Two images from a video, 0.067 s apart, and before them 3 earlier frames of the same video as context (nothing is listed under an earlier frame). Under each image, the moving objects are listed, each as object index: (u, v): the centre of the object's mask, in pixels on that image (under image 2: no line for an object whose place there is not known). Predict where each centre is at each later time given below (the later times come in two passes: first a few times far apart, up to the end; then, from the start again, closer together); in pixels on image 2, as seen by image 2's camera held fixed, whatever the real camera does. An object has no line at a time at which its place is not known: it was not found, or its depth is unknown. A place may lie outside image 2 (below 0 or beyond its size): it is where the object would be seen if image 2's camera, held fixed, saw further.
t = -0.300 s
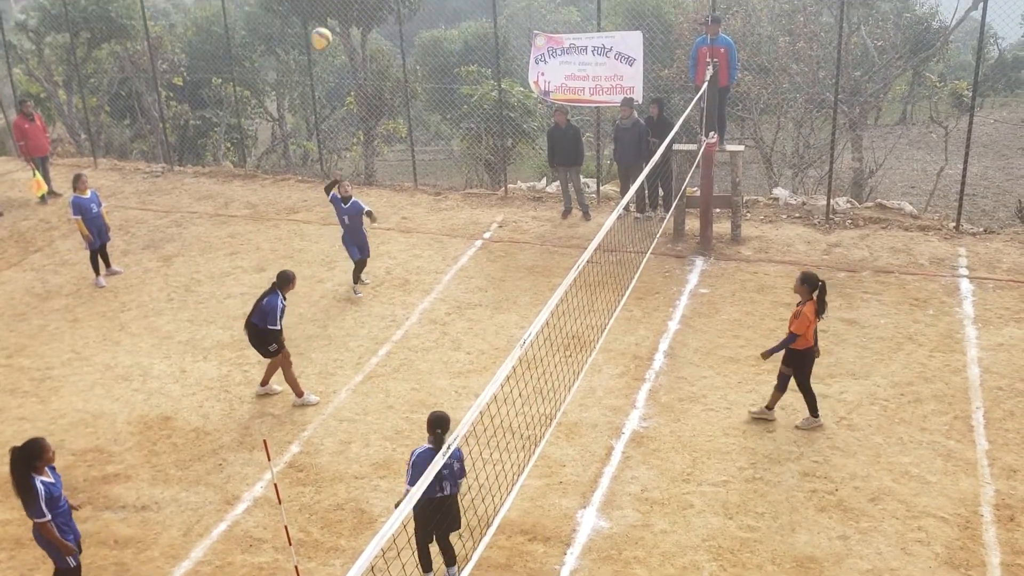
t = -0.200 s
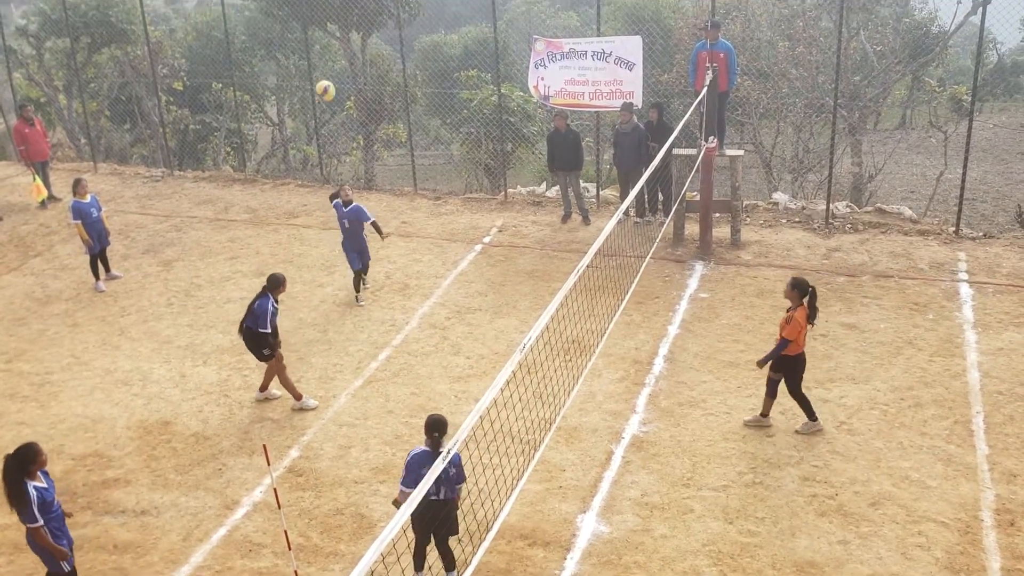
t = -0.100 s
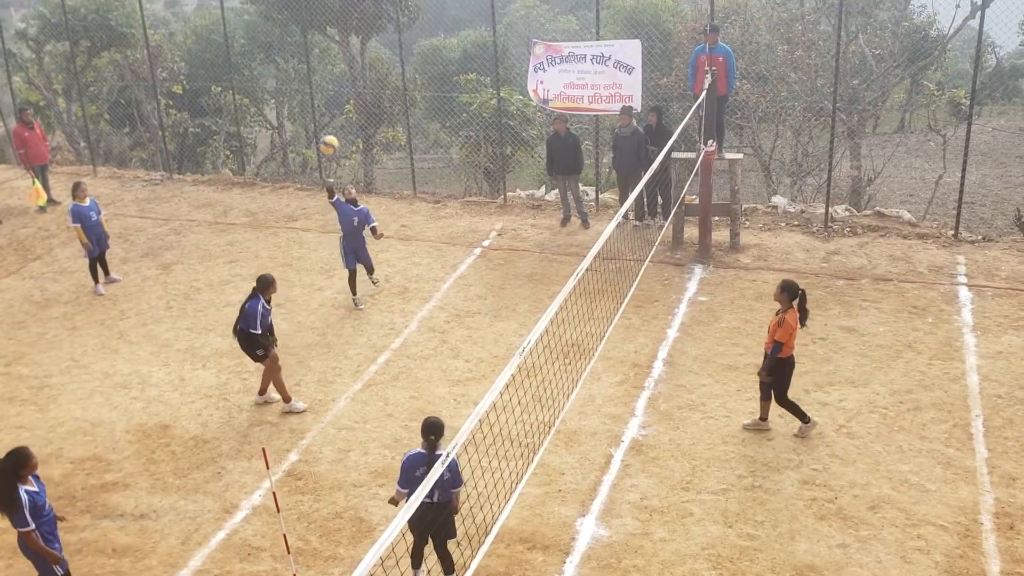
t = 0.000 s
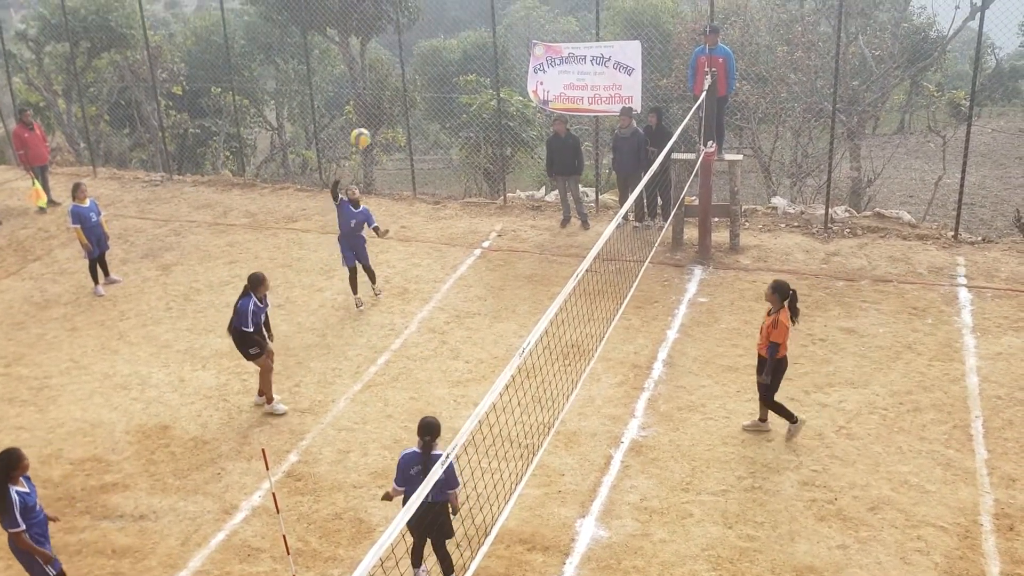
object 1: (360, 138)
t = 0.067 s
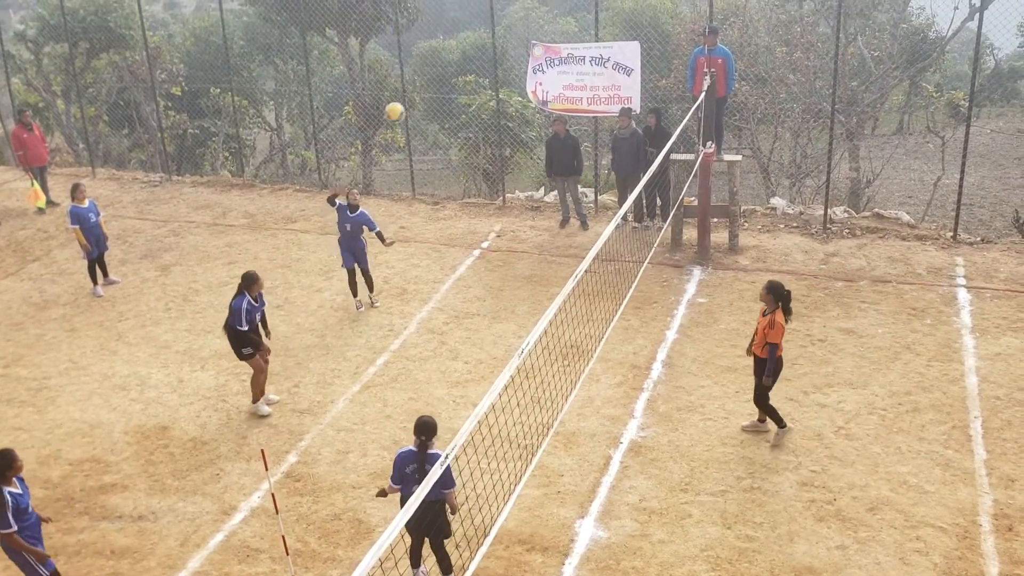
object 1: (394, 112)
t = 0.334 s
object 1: (582, 27)
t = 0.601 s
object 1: (868, 7)
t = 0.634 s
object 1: (912, 12)
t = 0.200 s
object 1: (477, 65)
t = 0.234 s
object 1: (502, 55)
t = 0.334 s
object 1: (582, 27)
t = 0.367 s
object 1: (612, 20)
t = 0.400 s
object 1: (643, 14)
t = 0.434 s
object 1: (676, 10)
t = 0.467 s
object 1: (710, 7)
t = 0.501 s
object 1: (747, 6)
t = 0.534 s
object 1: (784, 4)
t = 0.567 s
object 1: (826, 4)
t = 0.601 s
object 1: (868, 7)
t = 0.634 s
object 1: (912, 12)
